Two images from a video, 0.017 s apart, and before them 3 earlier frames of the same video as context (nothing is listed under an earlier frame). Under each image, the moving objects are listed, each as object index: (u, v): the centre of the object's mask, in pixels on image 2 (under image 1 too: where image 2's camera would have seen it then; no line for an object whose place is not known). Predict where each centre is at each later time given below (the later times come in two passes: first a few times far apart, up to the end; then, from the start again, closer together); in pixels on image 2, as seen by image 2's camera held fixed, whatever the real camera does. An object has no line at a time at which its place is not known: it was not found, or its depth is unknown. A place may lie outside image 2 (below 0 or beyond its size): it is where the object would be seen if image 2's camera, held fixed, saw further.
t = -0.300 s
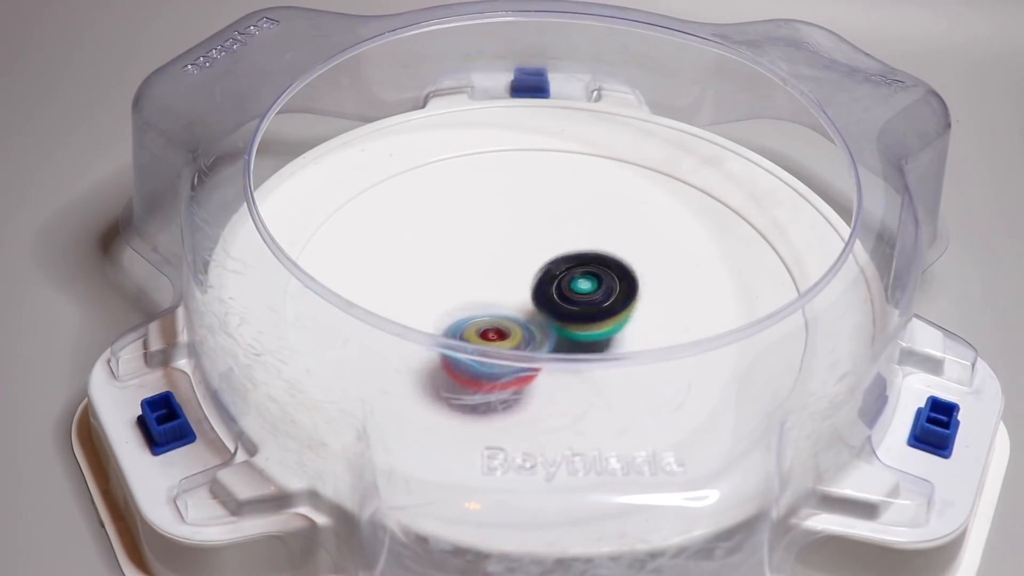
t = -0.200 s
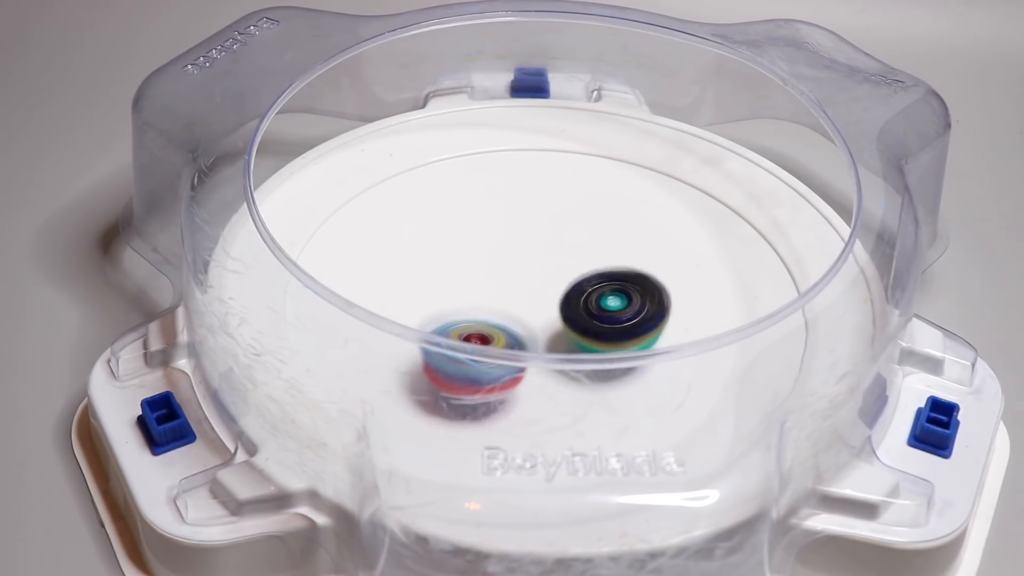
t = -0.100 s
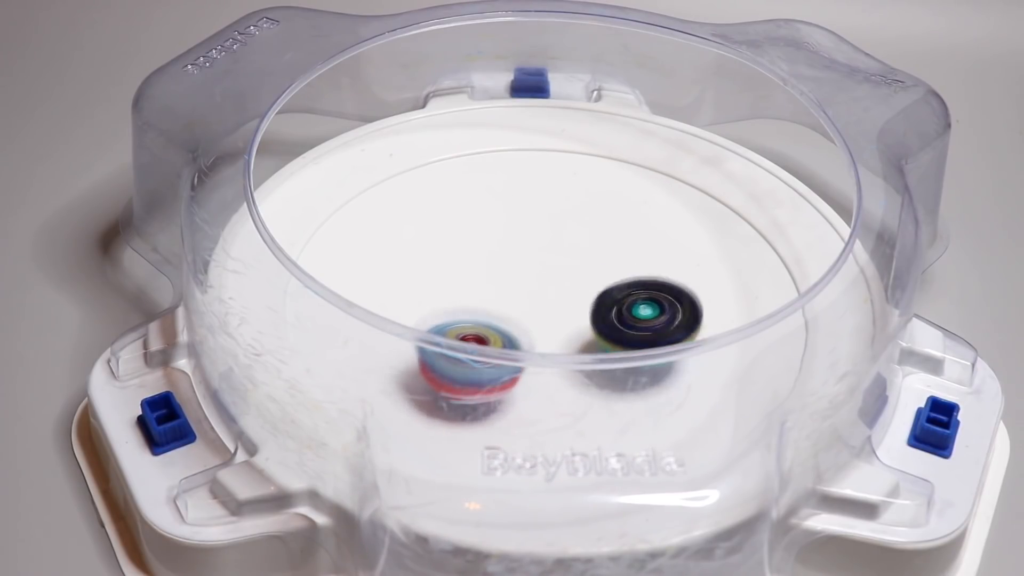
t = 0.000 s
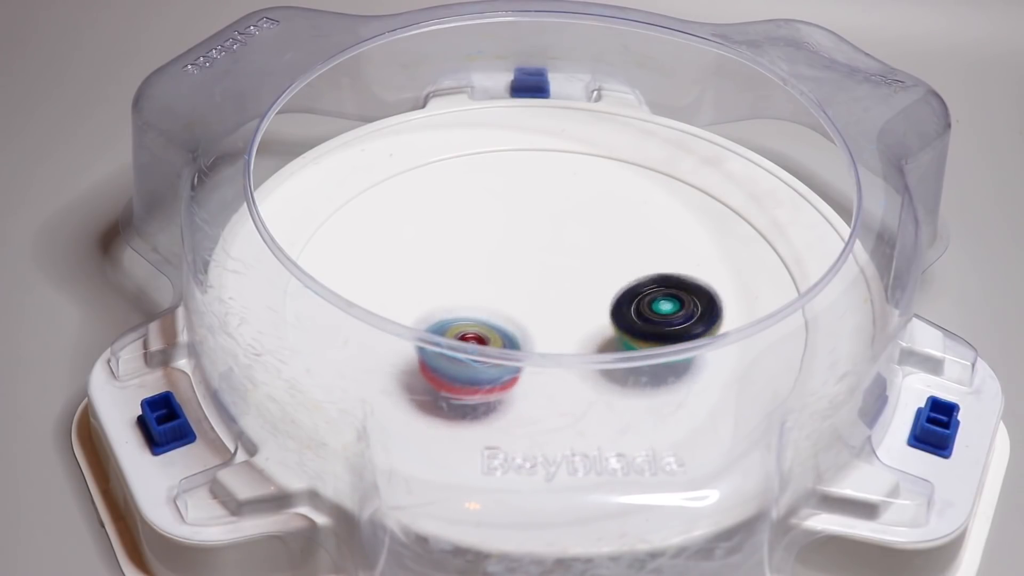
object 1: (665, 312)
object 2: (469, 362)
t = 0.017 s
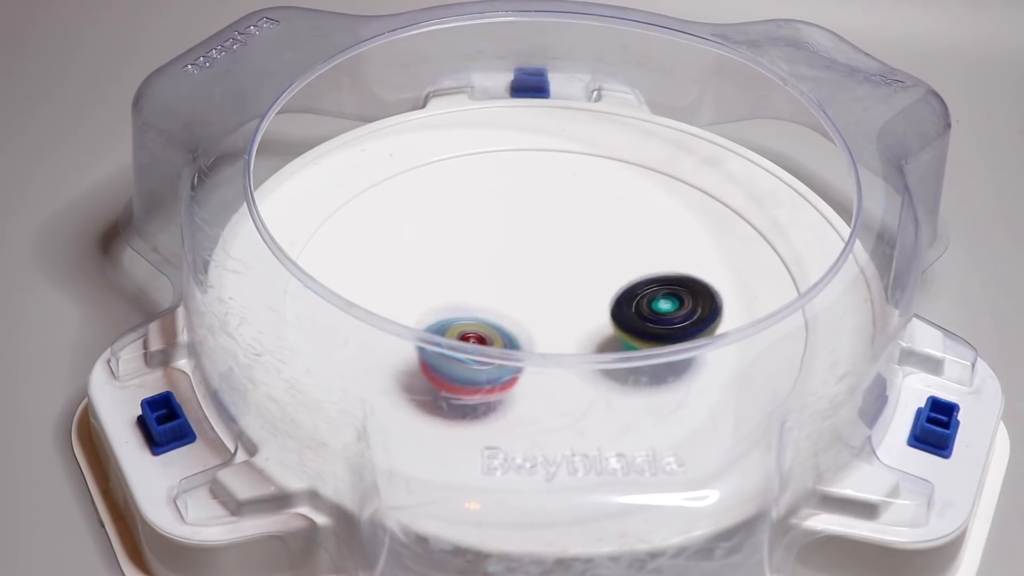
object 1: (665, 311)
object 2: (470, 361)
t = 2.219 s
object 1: (591, 273)
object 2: (692, 190)
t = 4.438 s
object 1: (656, 307)
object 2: (515, 248)
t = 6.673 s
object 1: (530, 218)
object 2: (607, 325)
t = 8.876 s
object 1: (587, 298)
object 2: (493, 311)
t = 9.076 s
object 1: (587, 298)
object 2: (493, 311)
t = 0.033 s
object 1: (666, 310)
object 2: (471, 360)
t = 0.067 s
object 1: (663, 307)
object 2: (471, 359)
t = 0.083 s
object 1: (661, 306)
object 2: (471, 358)
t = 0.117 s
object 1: (652, 303)
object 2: (475, 351)
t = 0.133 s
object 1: (645, 302)
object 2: (474, 349)
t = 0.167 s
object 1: (633, 299)
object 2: (480, 335)
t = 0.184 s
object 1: (625, 298)
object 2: (482, 331)
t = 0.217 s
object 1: (611, 297)
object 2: (485, 319)
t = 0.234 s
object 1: (604, 297)
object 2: (486, 317)
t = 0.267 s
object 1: (597, 295)
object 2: (478, 313)
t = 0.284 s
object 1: (599, 294)
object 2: (469, 309)
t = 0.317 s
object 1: (600, 292)
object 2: (448, 300)
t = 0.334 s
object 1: (600, 291)
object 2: (439, 295)
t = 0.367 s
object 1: (597, 288)
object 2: (419, 286)
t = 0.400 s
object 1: (591, 286)
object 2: (400, 279)
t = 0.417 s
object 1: (589, 285)
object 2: (392, 275)
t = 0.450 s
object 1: (581, 284)
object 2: (376, 271)
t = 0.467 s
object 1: (576, 283)
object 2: (370, 271)
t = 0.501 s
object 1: (568, 283)
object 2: (361, 271)
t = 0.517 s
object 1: (563, 283)
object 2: (358, 272)
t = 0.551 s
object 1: (553, 285)
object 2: (354, 284)
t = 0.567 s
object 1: (549, 286)
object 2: (355, 290)
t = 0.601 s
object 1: (540, 288)
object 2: (365, 301)
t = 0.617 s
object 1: (538, 290)
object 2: (373, 305)
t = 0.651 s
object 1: (530, 294)
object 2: (394, 312)
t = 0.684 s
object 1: (533, 301)
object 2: (411, 314)
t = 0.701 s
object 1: (563, 304)
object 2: (394, 310)
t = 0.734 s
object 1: (625, 301)
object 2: (359, 300)
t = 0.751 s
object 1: (654, 301)
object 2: (344, 296)
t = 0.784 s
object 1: (708, 289)
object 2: (314, 292)
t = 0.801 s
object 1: (734, 286)
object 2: (303, 289)
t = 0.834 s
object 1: (771, 270)
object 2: (302, 287)
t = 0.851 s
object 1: (785, 264)
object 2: (310, 290)
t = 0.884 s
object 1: (807, 258)
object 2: (331, 291)
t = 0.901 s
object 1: (812, 257)
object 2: (339, 295)
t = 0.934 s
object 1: (813, 255)
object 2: (358, 296)
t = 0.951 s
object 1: (812, 254)
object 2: (369, 296)
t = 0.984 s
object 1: (798, 249)
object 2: (391, 291)
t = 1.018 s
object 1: (793, 251)
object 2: (409, 292)
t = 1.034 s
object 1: (790, 253)
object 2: (418, 293)
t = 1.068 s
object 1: (778, 259)
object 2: (435, 290)
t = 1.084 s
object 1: (770, 263)
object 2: (444, 286)
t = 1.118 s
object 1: (750, 269)
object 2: (459, 277)
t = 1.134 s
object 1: (737, 273)
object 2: (467, 272)
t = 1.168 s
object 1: (710, 278)
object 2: (480, 261)
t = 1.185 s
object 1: (696, 280)
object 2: (485, 254)
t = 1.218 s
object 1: (665, 285)
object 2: (494, 242)
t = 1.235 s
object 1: (648, 288)
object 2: (497, 235)
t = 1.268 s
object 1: (617, 292)
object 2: (502, 221)
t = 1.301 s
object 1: (585, 296)
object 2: (504, 209)
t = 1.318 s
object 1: (571, 296)
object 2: (504, 202)
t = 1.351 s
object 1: (542, 298)
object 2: (502, 190)
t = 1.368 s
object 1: (527, 299)
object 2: (500, 183)
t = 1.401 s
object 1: (501, 299)
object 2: (495, 173)
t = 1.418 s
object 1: (489, 294)
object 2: (490, 169)
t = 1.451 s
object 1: (464, 298)
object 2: (482, 161)
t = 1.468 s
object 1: (452, 298)
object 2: (477, 160)
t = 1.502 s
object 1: (432, 294)
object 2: (464, 157)
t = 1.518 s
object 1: (424, 292)
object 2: (458, 158)
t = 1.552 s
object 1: (412, 293)
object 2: (448, 165)
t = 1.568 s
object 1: (406, 293)
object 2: (444, 171)
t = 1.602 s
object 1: (399, 294)
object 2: (441, 186)
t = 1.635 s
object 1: (393, 289)
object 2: (446, 204)
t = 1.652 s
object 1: (394, 291)
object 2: (452, 214)
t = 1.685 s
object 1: (396, 295)
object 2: (468, 233)
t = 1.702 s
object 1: (397, 291)
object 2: (478, 241)
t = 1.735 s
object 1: (404, 293)
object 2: (503, 258)
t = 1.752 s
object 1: (411, 299)
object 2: (515, 265)
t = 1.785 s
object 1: (426, 306)
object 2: (544, 276)
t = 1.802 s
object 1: (434, 308)
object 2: (558, 281)
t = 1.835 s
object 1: (450, 313)
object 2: (588, 287)
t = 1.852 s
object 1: (458, 312)
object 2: (603, 288)
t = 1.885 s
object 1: (478, 317)
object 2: (632, 289)
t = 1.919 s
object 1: (495, 315)
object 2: (659, 285)
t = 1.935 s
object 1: (505, 317)
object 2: (672, 282)
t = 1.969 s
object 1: (525, 314)
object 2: (696, 274)
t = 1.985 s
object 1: (535, 312)
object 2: (706, 268)
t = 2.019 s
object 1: (552, 307)
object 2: (724, 257)
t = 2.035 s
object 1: (559, 303)
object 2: (730, 250)
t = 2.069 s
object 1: (573, 298)
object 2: (740, 236)
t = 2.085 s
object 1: (579, 295)
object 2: (743, 229)
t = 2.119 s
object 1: (587, 289)
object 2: (742, 215)
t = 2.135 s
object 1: (590, 287)
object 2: (739, 208)
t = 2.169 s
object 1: (591, 281)
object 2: (725, 197)
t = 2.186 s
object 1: (592, 279)
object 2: (715, 193)
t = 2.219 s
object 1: (591, 273)
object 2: (692, 190)
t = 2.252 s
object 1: (591, 266)
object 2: (665, 193)
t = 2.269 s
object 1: (590, 263)
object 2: (649, 197)
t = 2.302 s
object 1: (577, 267)
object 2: (636, 199)
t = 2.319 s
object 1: (565, 264)
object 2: (637, 197)
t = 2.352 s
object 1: (541, 273)
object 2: (636, 195)
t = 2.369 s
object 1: (529, 277)
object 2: (635, 194)
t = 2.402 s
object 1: (509, 280)
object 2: (631, 195)
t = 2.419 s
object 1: (501, 287)
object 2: (630, 197)
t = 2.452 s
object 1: (484, 290)
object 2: (624, 201)
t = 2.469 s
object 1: (477, 292)
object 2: (621, 204)
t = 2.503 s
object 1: (468, 296)
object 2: (617, 212)
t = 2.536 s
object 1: (461, 298)
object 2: (612, 224)
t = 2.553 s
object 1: (461, 300)
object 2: (611, 231)
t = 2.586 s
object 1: (465, 303)
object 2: (608, 247)
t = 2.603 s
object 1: (467, 304)
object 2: (607, 254)
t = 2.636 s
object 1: (474, 308)
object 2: (610, 271)
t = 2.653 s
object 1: (478, 310)
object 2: (614, 279)
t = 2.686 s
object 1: (485, 313)
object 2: (621, 293)
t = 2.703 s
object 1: (488, 315)
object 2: (624, 300)
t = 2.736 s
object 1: (496, 318)
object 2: (635, 311)
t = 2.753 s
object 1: (499, 319)
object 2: (642, 315)
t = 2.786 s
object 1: (501, 333)
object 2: (655, 319)
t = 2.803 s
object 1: (506, 336)
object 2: (661, 321)
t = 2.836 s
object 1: (510, 341)
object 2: (680, 336)
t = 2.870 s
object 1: (514, 349)
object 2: (697, 341)
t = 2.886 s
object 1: (519, 350)
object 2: (704, 338)
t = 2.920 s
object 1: (520, 352)
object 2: (716, 336)
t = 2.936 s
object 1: (524, 352)
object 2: (718, 336)
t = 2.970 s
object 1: (529, 367)
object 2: (719, 330)
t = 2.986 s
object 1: (530, 368)
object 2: (717, 327)
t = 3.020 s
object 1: (539, 372)
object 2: (709, 321)
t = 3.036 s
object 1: (542, 373)
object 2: (701, 313)
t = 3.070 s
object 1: (549, 377)
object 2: (689, 312)
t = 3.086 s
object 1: (554, 377)
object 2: (679, 311)
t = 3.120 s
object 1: (562, 374)
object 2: (658, 312)
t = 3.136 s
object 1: (565, 373)
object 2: (647, 313)
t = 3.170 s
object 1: (570, 371)
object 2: (628, 309)
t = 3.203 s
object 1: (563, 373)
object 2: (614, 302)
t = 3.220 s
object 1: (560, 374)
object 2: (607, 297)
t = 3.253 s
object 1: (555, 372)
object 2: (590, 289)
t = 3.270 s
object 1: (552, 373)
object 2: (581, 284)
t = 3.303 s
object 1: (547, 368)
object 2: (560, 277)
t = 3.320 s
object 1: (542, 369)
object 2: (550, 275)
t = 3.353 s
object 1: (538, 368)
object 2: (528, 271)
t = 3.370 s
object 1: (537, 353)
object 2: (517, 270)
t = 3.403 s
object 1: (529, 352)
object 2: (496, 271)
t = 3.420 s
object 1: (529, 349)
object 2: (486, 272)
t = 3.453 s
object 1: (525, 342)
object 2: (466, 274)
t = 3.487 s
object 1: (523, 336)
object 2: (449, 282)
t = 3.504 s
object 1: (525, 336)
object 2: (443, 284)
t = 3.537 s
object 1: (531, 337)
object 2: (427, 282)
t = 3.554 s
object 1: (533, 336)
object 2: (419, 281)
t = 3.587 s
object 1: (540, 325)
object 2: (407, 281)
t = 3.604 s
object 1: (543, 324)
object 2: (400, 281)
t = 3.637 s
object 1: (548, 321)
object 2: (393, 282)
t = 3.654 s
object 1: (551, 320)
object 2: (393, 284)
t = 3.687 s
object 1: (554, 316)
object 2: (393, 286)
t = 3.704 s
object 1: (558, 315)
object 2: (395, 289)
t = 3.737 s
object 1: (562, 312)
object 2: (402, 292)
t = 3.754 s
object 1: (564, 311)
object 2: (406, 295)
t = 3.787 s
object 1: (570, 307)
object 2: (420, 299)
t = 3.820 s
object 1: (574, 303)
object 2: (436, 304)
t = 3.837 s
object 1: (577, 301)
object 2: (444, 304)
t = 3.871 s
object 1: (581, 296)
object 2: (465, 306)
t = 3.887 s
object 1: (589, 295)
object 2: (472, 305)
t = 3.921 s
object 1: (605, 289)
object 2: (477, 301)
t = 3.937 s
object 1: (614, 288)
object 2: (482, 297)
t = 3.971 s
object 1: (625, 284)
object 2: (487, 287)
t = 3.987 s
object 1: (630, 283)
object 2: (489, 283)
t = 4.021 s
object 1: (636, 282)
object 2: (492, 273)
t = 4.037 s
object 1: (637, 281)
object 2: (493, 268)
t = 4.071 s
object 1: (643, 280)
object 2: (494, 259)
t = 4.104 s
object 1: (646, 278)
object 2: (494, 249)
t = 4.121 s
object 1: (649, 279)
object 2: (493, 246)
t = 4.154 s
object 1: (653, 279)
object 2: (493, 241)
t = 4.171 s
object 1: (655, 279)
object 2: (491, 238)
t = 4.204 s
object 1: (660, 280)
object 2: (491, 235)
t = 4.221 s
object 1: (661, 282)
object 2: (492, 234)
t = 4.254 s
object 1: (666, 285)
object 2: (491, 233)
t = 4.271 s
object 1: (666, 287)
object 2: (492, 233)
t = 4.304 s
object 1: (669, 291)
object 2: (494, 234)
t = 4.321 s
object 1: (668, 293)
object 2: (495, 236)
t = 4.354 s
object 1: (668, 298)
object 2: (499, 238)
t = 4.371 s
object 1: (666, 300)
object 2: (500, 240)
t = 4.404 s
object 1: (662, 304)
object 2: (507, 244)
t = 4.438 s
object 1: (656, 307)
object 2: (515, 248)
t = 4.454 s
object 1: (653, 309)
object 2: (519, 251)
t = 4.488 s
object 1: (646, 311)
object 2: (530, 256)
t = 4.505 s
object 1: (642, 312)
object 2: (536, 259)
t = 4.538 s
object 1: (635, 314)
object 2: (551, 263)
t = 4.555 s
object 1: (629, 315)
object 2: (556, 263)
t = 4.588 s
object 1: (625, 320)
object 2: (567, 256)
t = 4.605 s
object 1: (623, 323)
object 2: (568, 249)
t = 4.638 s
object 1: (620, 337)
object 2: (569, 235)
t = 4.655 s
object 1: (616, 342)
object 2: (568, 229)
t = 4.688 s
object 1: (608, 348)
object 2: (565, 217)
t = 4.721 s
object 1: (597, 350)
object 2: (562, 206)
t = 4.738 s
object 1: (594, 349)
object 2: (559, 201)
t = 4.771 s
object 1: (587, 348)
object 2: (552, 191)
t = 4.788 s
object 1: (584, 346)
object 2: (546, 188)
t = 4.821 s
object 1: (578, 344)
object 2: (535, 183)
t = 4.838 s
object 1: (575, 341)
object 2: (527, 182)
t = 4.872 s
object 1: (568, 332)
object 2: (515, 184)
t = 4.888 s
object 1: (565, 331)
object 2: (508, 187)
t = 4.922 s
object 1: (563, 328)
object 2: (500, 196)
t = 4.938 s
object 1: (561, 326)
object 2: (497, 201)
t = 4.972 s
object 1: (562, 324)
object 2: (496, 214)
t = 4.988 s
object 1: (561, 322)
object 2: (496, 220)
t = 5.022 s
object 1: (562, 320)
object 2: (499, 233)
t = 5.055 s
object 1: (563, 318)
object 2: (505, 246)
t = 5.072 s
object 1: (565, 317)
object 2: (507, 252)
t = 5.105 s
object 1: (567, 318)
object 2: (515, 255)
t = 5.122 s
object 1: (570, 321)
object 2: (522, 253)
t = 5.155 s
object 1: (573, 349)
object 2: (533, 244)
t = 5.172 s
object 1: (573, 351)
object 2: (536, 241)
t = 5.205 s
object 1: (576, 368)
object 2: (545, 237)
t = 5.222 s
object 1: (575, 369)
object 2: (552, 235)
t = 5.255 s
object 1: (571, 384)
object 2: (558, 230)
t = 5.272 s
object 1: (573, 385)
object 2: (563, 229)
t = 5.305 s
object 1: (571, 389)
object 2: (574, 224)
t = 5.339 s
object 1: (570, 387)
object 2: (580, 221)
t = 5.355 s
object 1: (570, 385)
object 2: (585, 220)
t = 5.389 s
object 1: (570, 382)
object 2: (588, 215)
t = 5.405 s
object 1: (573, 373)
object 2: (590, 217)
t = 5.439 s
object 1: (574, 370)
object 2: (594, 217)
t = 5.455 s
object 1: (574, 370)
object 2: (593, 216)
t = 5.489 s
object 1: (574, 354)
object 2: (593, 221)
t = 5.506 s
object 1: (573, 354)
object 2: (595, 223)
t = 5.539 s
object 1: (572, 348)
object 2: (591, 228)
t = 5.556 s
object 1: (569, 344)
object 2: (593, 231)
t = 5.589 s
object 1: (566, 333)
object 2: (592, 238)
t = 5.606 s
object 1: (567, 332)
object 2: (592, 245)
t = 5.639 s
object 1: (564, 330)
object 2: (595, 252)
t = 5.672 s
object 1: (562, 326)
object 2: (594, 261)
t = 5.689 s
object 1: (561, 324)
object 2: (597, 264)
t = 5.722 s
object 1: (553, 323)
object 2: (602, 266)
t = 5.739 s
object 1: (547, 324)
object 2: (604, 269)
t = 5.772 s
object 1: (542, 321)
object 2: (612, 269)
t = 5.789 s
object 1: (539, 320)
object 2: (615, 270)
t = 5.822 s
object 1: (537, 319)
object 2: (621, 271)
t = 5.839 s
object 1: (536, 318)
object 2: (623, 271)
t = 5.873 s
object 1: (537, 317)
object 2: (626, 273)
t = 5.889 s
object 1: (540, 316)
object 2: (627, 274)
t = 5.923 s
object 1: (542, 315)
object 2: (628, 276)
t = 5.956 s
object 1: (535, 312)
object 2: (632, 278)
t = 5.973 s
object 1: (525, 313)
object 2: (643, 277)
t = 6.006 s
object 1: (507, 313)
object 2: (653, 275)
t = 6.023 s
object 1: (495, 312)
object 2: (660, 274)
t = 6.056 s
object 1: (482, 310)
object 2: (667, 273)
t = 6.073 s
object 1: (477, 309)
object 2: (672, 273)
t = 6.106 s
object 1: (466, 309)
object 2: (681, 271)
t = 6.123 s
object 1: (464, 309)
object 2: (683, 270)
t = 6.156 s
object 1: (461, 307)
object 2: (684, 269)
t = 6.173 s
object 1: (460, 308)
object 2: (684, 269)
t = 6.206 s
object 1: (465, 309)
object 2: (681, 269)
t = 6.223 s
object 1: (467, 308)
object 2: (678, 269)
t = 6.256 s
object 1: (477, 306)
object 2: (670, 270)
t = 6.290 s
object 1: (488, 306)
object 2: (662, 273)
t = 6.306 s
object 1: (491, 306)
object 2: (655, 276)
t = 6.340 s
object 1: (503, 305)
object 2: (645, 279)
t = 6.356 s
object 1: (508, 303)
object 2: (641, 281)
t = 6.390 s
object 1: (520, 305)
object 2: (629, 284)
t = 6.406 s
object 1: (525, 302)
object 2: (625, 286)
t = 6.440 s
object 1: (524, 297)
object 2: (629, 293)
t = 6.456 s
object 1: (521, 291)
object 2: (628, 299)
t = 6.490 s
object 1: (519, 280)
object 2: (627, 308)
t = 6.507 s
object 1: (517, 271)
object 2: (627, 310)
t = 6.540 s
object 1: (517, 261)
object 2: (624, 315)
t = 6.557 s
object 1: (518, 253)
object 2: (625, 316)
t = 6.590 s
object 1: (518, 236)
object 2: (622, 320)
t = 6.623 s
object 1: (522, 231)
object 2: (616, 322)
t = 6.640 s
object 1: (525, 228)
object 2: (614, 323)
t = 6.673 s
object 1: (530, 218)
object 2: (607, 325)
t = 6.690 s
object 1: (533, 218)
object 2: (603, 327)
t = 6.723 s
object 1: (536, 215)
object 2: (596, 327)
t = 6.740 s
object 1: (538, 214)
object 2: (590, 328)
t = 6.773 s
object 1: (541, 218)
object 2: (581, 327)
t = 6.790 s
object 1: (542, 220)
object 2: (576, 327)
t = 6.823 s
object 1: (547, 225)
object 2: (566, 326)
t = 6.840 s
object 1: (550, 228)
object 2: (562, 326)
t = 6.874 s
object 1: (555, 236)
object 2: (551, 323)
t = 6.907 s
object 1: (561, 246)
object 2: (541, 322)
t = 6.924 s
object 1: (563, 252)
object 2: (535, 321)
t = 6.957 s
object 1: (568, 258)
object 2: (521, 319)
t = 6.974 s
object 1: (569, 260)
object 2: (513, 319)
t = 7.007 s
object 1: (575, 265)
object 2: (498, 318)
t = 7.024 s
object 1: (578, 269)
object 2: (491, 318)
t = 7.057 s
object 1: (584, 275)
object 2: (480, 316)
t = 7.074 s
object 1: (586, 277)
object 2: (477, 315)
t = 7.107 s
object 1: (584, 281)
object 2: (474, 314)
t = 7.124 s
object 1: (580, 283)
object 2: (474, 314)
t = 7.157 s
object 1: (576, 288)
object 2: (472, 314)
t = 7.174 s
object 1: (575, 289)
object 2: (472, 314)
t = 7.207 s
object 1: (576, 290)
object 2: (466, 325)
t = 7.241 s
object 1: (580, 290)
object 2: (466, 326)
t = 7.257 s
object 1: (581, 291)
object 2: (465, 327)
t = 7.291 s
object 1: (584, 292)
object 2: (466, 327)
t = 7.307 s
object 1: (584, 292)
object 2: (465, 328)
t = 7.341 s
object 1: (584, 292)
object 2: (465, 329)
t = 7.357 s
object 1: (582, 293)
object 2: (464, 330)
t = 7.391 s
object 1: (577, 291)
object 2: (464, 330)
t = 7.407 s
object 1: (576, 292)
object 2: (464, 330)
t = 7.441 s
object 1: (572, 292)
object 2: (464, 330)
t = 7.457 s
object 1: (572, 293)
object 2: (464, 330)
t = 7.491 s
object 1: (573, 292)
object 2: (464, 330)
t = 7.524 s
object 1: (576, 292)
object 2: (464, 330)
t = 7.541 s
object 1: (577, 292)
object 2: (464, 330)
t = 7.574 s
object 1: (579, 293)
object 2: (464, 330)
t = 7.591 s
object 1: (580, 294)
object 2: (464, 330)
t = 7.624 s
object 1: (580, 294)
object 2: (464, 330)
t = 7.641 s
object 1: (580, 295)
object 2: (464, 330)
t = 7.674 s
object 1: (578, 295)
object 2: (464, 330)
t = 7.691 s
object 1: (576, 295)
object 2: (464, 330)
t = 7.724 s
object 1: (572, 294)
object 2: (464, 329)
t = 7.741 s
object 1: (570, 296)
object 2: (464, 328)
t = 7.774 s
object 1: (567, 296)
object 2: (465, 326)
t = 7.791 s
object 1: (568, 296)
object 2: (465, 326)
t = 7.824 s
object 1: (567, 295)
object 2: (465, 325)
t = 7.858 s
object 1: (570, 293)
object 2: (467, 323)
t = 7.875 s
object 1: (571, 292)
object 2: (472, 314)
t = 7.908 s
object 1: (575, 293)
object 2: (474, 314)
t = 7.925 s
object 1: (575, 294)
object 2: (475, 315)
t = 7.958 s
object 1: (578, 296)
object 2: (477, 315)
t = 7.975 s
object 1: (579, 297)
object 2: (479, 316)
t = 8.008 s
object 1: (582, 299)
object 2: (485, 315)
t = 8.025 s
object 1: (583, 299)
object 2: (486, 314)
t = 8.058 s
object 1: (584, 300)
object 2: (489, 313)
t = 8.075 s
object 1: (585, 300)
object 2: (491, 312)
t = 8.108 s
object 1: (586, 299)
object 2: (491, 311)
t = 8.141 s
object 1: (587, 298)
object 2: (493, 311)
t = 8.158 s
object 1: (587, 298)
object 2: (493, 311)
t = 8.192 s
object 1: (587, 298)
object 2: (493, 311)
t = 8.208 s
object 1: (587, 298)
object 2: (493, 311)
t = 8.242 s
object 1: (587, 298)
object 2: (493, 311)
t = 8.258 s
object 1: (587, 298)
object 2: (493, 311)
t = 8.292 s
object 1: (587, 298)
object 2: (493, 311)
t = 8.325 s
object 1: (587, 298)
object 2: (493, 311)
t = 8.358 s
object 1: (587, 298)
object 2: (493, 311)
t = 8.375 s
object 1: (587, 298)
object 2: (493, 311)
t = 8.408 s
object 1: (587, 298)
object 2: (493, 311)
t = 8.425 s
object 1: (587, 298)
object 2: (493, 311)
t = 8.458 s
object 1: (587, 298)
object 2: (493, 311)
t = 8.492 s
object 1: (587, 298)
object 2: (493, 311)
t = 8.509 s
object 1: (587, 298)
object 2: (493, 311)
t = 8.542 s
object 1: (587, 298)
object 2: (493, 311)
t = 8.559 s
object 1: (587, 298)
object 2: (493, 311)
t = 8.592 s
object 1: (587, 298)
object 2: (493, 311)
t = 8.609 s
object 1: (587, 298)
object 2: (493, 311)
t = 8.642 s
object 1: (587, 298)
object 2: (493, 311)
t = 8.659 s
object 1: (587, 298)
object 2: (493, 311)
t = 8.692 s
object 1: (587, 298)
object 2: (493, 311)
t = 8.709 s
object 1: (587, 299)
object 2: (493, 311)
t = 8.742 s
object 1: (587, 298)
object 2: (493, 311)
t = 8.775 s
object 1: (587, 298)
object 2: (493, 311)
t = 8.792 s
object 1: (587, 298)
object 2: (493, 311)
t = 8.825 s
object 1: (587, 298)
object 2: (493, 311)
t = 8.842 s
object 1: (587, 298)
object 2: (493, 311)
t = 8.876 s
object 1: (587, 298)
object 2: (493, 311)
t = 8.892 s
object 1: (587, 298)
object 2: (494, 311)
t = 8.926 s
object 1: (587, 298)
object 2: (493, 311)
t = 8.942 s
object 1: (587, 298)
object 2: (494, 311)
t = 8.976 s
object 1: (587, 298)
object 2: (493, 311)
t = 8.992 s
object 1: (587, 298)
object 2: (493, 311)
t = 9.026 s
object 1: (587, 298)
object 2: (493, 311)
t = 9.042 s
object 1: (587, 298)
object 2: (493, 311)
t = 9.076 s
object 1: (587, 298)
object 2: (493, 311)
